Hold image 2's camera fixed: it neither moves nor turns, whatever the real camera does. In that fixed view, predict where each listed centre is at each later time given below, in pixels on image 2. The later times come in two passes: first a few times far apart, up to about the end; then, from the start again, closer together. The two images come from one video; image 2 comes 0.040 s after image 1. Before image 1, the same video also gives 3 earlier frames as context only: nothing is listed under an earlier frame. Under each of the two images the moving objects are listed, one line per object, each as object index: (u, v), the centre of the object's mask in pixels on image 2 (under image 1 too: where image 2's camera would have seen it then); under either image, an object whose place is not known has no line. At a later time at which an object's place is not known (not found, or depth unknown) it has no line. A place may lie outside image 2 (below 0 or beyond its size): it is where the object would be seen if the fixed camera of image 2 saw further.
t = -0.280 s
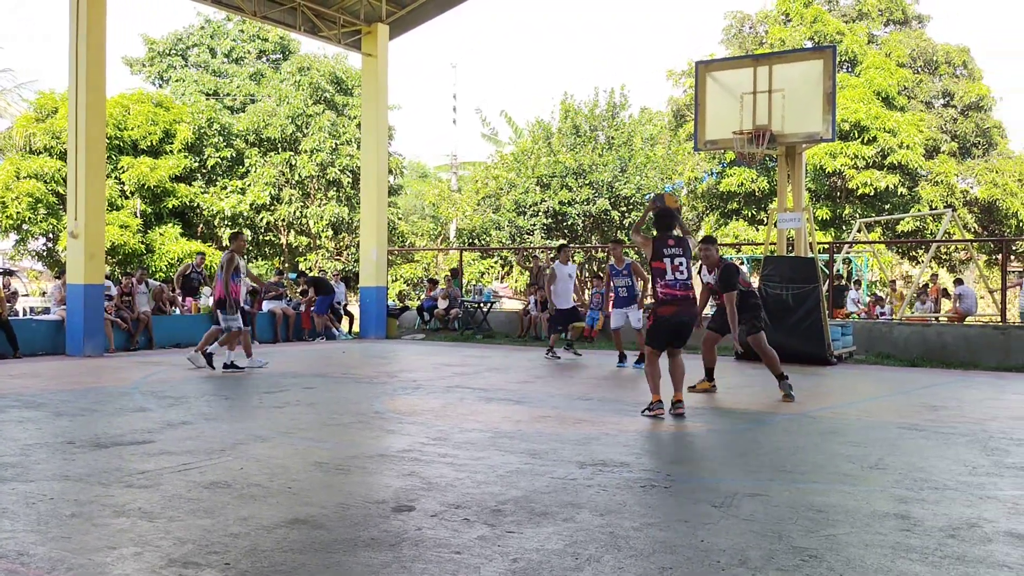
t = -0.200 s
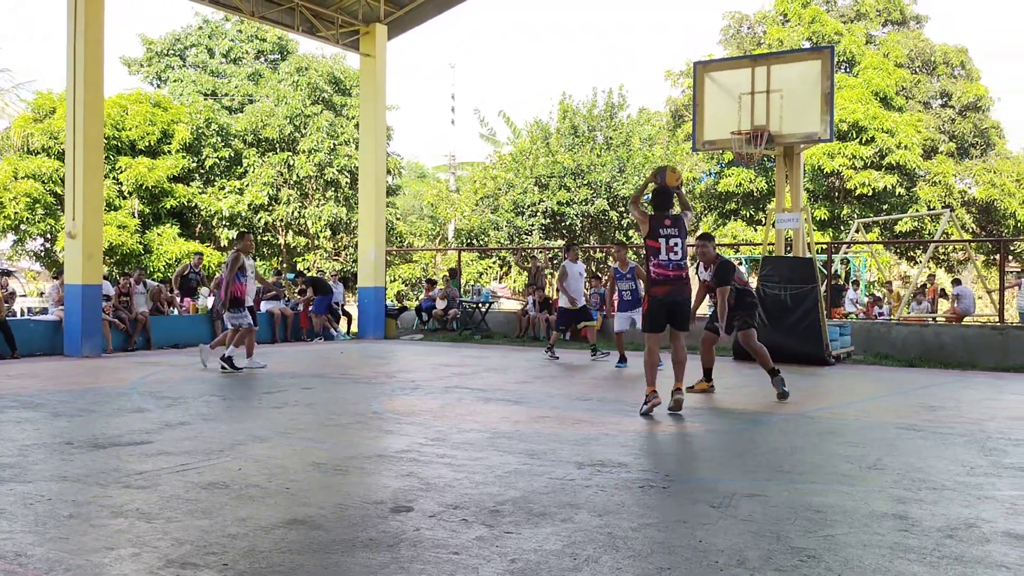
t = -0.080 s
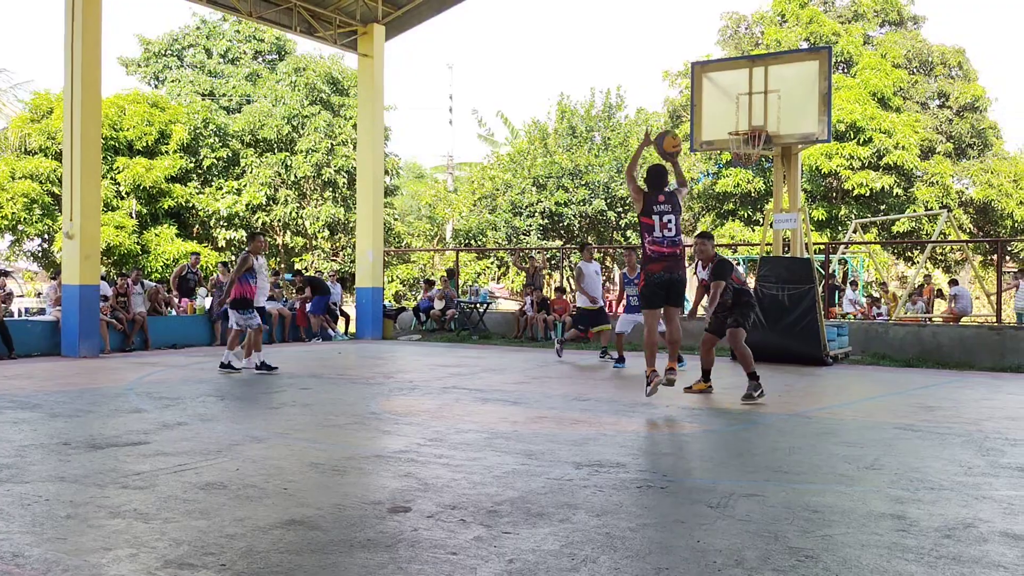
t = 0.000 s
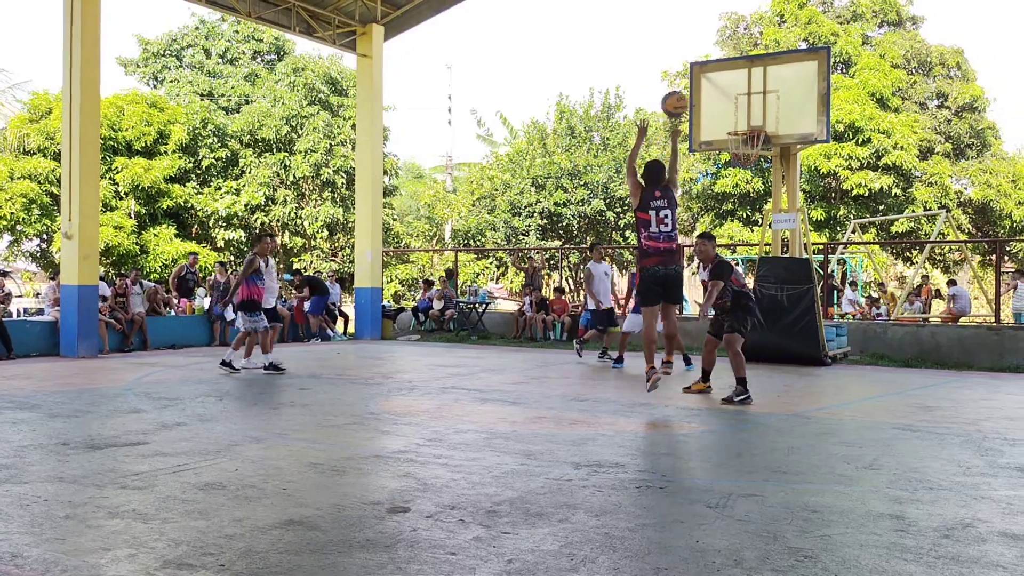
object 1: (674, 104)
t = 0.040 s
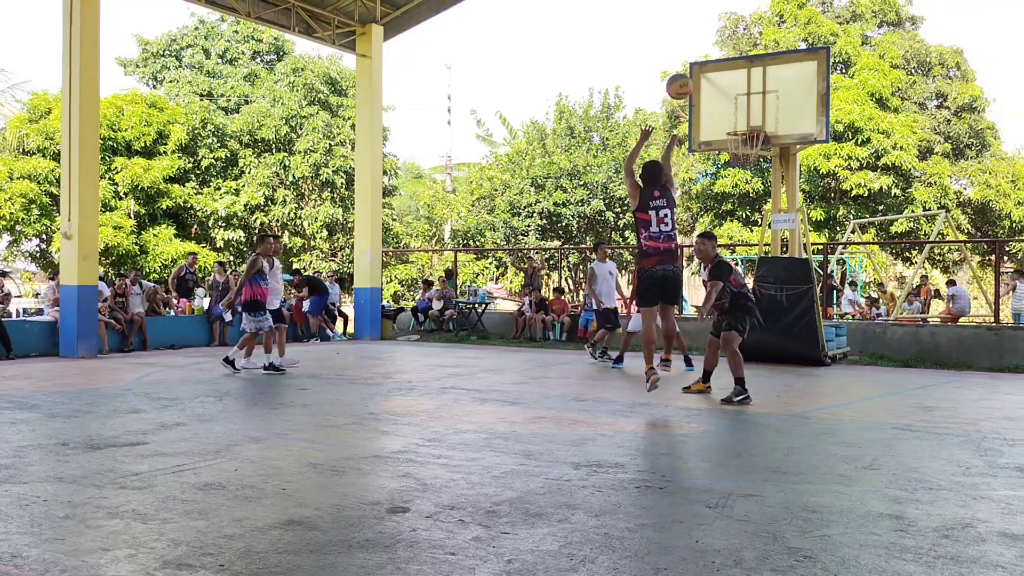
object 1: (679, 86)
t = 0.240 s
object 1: (701, 34)
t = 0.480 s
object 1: (722, 31)
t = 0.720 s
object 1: (738, 76)
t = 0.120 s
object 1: (688, 59)
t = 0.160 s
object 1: (692, 49)
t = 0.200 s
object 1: (697, 40)
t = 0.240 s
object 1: (701, 34)
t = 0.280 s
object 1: (705, 30)
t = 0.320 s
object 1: (708, 27)
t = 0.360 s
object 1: (712, 26)
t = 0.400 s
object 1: (715, 26)
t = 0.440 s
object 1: (718, 28)
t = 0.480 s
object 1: (722, 31)
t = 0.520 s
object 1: (725, 36)
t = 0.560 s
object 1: (728, 41)
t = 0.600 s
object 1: (731, 49)
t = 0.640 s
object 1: (733, 57)
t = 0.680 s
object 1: (736, 66)
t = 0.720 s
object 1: (738, 76)
